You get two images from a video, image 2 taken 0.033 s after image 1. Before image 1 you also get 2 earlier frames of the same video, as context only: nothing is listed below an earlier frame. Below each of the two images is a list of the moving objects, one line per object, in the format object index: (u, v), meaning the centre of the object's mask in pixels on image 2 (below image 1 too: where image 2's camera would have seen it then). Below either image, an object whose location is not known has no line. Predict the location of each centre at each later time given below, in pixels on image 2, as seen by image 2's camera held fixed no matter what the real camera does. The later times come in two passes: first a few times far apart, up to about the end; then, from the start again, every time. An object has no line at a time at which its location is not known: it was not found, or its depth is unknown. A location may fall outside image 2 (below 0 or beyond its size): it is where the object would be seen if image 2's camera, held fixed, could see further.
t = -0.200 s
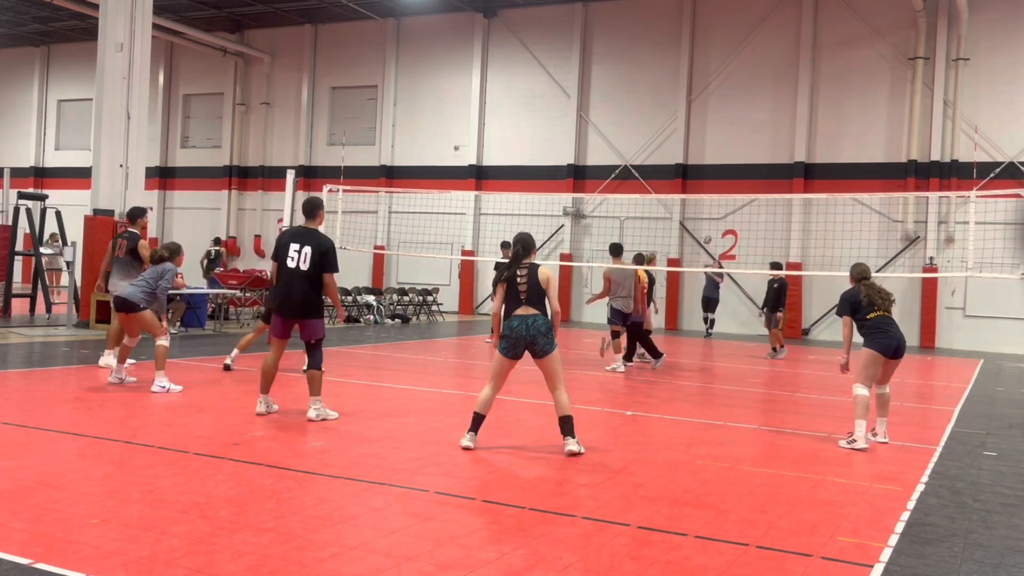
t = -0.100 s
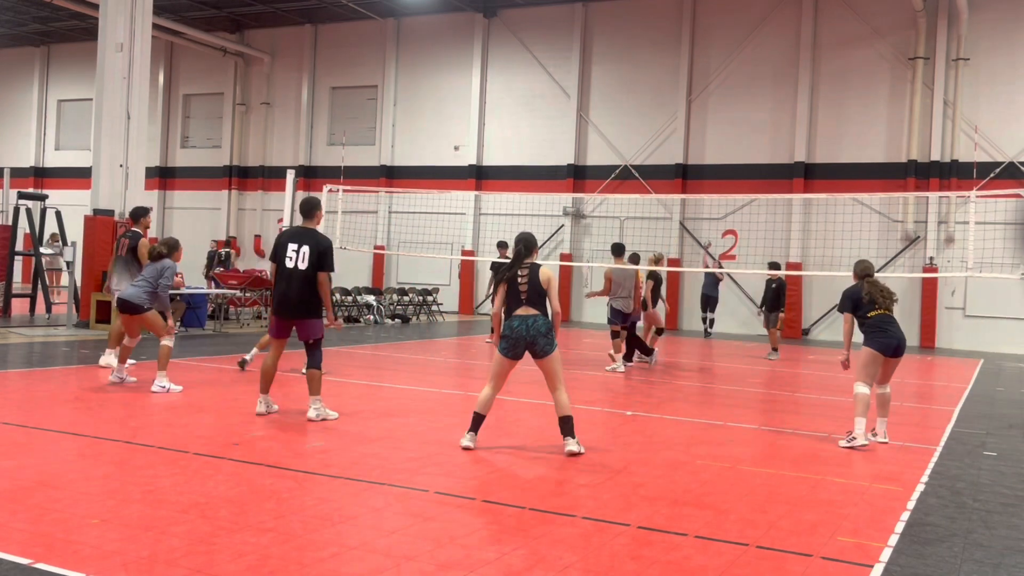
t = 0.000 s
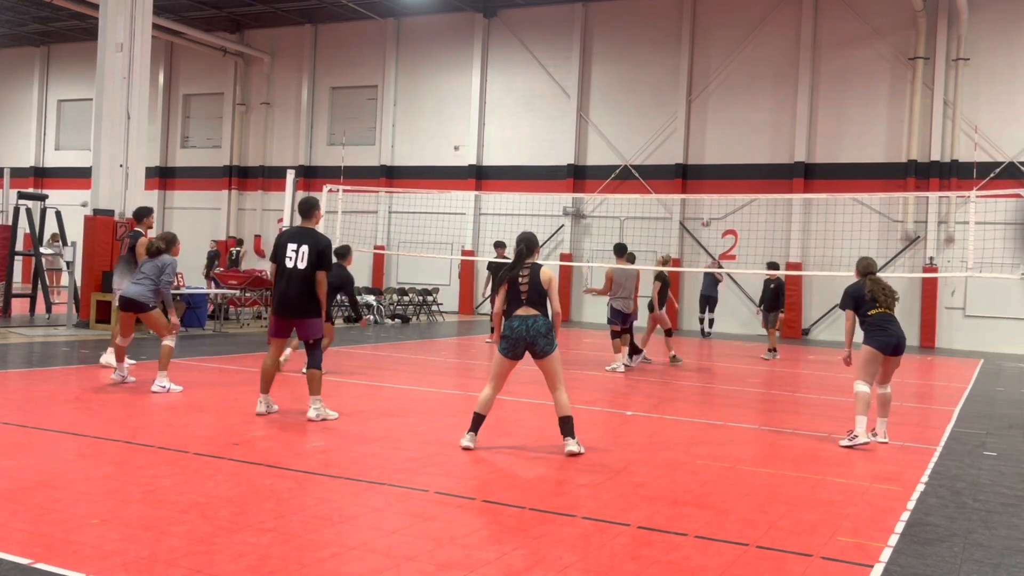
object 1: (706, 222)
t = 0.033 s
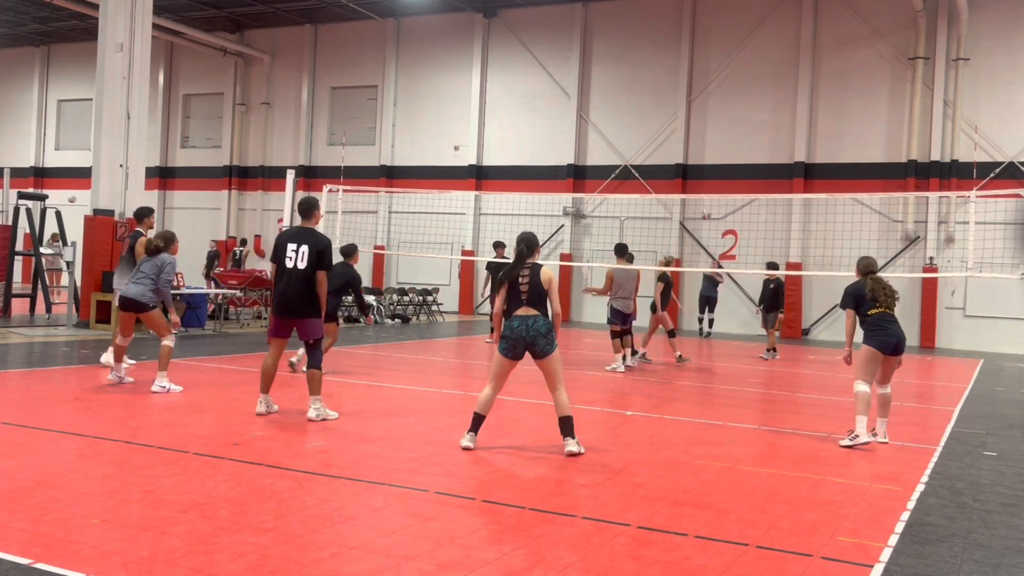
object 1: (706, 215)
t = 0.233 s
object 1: (708, 174)
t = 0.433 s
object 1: (714, 140)
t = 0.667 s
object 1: (721, 113)
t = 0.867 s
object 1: (725, 120)
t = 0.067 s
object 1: (706, 208)
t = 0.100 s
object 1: (707, 201)
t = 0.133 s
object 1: (707, 191)
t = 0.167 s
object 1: (707, 186)
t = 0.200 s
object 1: (708, 180)
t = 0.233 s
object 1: (708, 174)
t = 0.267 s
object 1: (709, 168)
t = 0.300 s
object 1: (710, 162)
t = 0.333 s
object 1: (711, 156)
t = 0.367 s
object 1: (712, 150)
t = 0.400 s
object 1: (713, 145)
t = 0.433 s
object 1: (714, 140)
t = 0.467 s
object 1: (716, 136)
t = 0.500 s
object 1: (716, 130)
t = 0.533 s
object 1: (717, 126)
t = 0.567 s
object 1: (717, 122)
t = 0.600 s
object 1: (718, 118)
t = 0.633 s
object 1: (719, 115)
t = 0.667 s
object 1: (721, 113)
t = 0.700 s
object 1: (722, 111)
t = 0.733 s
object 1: (723, 111)
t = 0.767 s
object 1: (724, 111)
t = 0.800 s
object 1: (725, 112)
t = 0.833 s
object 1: (725, 115)
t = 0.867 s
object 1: (725, 120)
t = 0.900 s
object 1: (726, 126)
